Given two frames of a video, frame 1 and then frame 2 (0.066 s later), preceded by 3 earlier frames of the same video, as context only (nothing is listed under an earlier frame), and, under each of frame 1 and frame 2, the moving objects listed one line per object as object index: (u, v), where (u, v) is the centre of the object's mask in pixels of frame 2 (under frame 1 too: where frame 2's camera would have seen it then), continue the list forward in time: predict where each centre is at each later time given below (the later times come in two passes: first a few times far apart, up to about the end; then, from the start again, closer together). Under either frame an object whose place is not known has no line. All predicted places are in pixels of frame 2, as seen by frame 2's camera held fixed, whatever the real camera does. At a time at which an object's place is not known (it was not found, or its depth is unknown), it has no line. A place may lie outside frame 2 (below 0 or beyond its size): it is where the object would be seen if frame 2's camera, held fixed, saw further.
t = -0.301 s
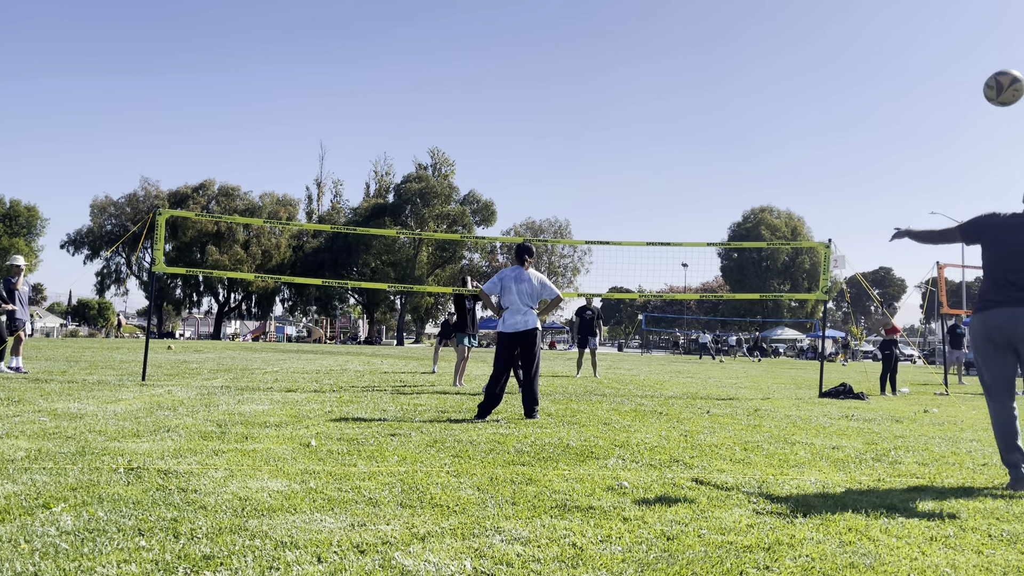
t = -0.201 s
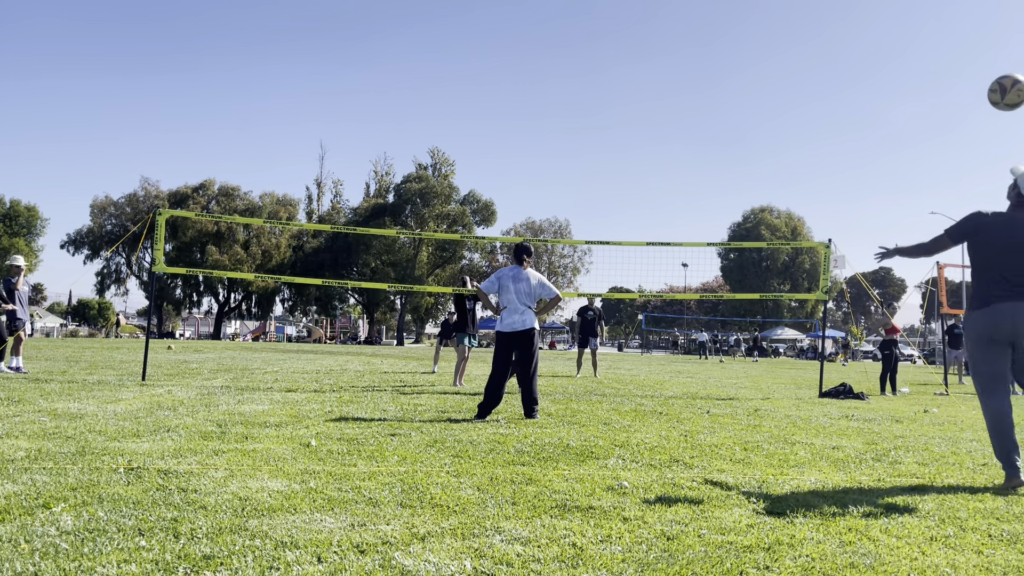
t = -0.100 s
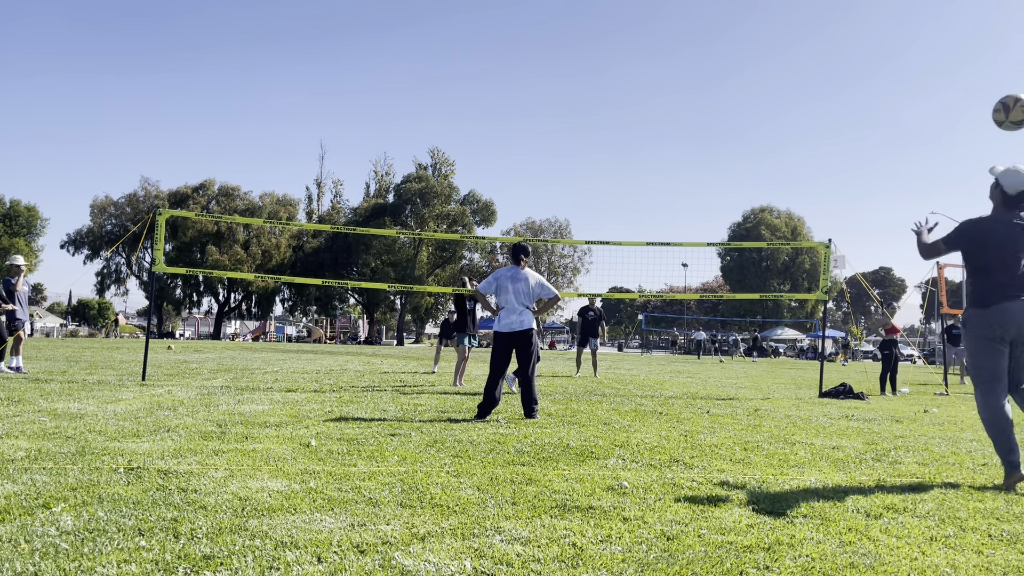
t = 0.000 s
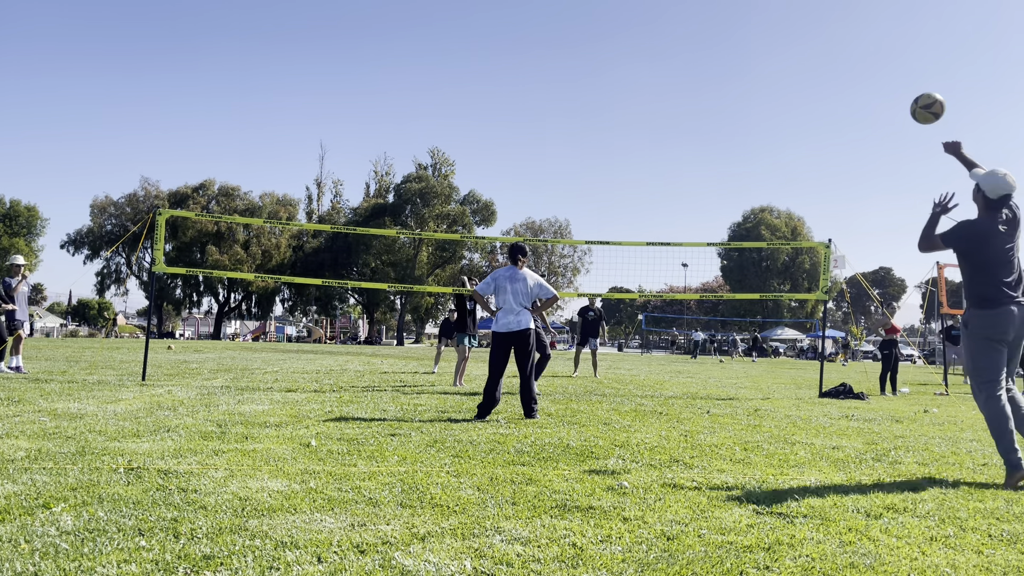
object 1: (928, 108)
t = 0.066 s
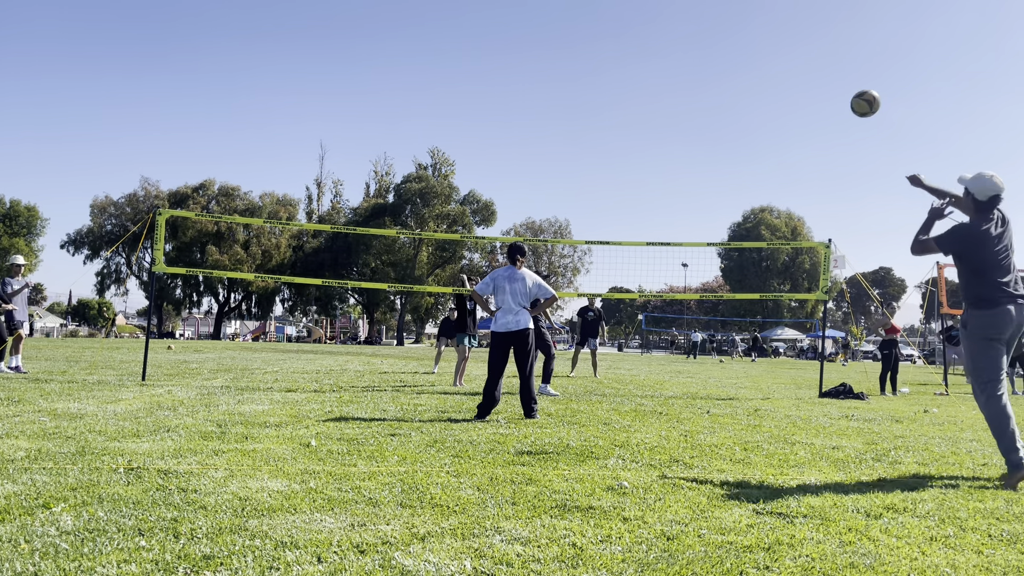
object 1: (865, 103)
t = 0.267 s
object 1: (749, 114)
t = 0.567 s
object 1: (661, 174)
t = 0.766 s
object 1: (625, 228)
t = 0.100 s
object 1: (840, 103)
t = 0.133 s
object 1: (817, 103)
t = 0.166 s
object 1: (797, 104)
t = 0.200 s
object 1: (780, 107)
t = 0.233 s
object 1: (764, 110)
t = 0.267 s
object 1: (749, 114)
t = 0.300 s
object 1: (736, 119)
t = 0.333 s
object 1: (724, 124)
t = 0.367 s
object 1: (713, 130)
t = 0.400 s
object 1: (703, 137)
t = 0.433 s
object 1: (694, 143)
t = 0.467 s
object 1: (685, 151)
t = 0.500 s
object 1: (676, 158)
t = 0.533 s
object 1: (668, 166)
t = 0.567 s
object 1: (661, 174)
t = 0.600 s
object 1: (654, 182)
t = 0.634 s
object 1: (648, 191)
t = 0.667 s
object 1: (641, 200)
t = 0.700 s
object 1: (636, 209)
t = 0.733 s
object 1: (630, 218)
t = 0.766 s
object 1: (625, 228)
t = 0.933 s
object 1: (603, 278)
